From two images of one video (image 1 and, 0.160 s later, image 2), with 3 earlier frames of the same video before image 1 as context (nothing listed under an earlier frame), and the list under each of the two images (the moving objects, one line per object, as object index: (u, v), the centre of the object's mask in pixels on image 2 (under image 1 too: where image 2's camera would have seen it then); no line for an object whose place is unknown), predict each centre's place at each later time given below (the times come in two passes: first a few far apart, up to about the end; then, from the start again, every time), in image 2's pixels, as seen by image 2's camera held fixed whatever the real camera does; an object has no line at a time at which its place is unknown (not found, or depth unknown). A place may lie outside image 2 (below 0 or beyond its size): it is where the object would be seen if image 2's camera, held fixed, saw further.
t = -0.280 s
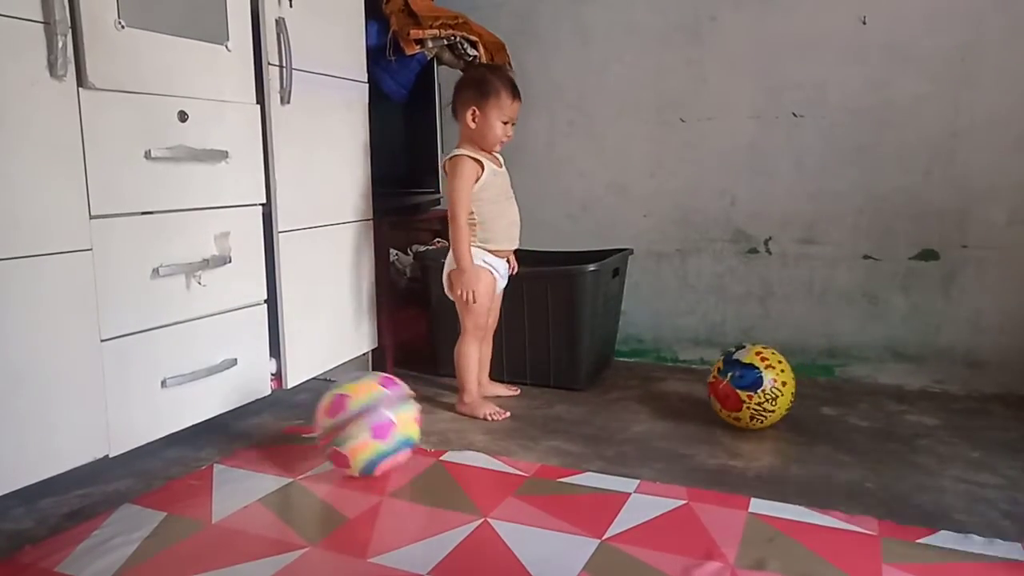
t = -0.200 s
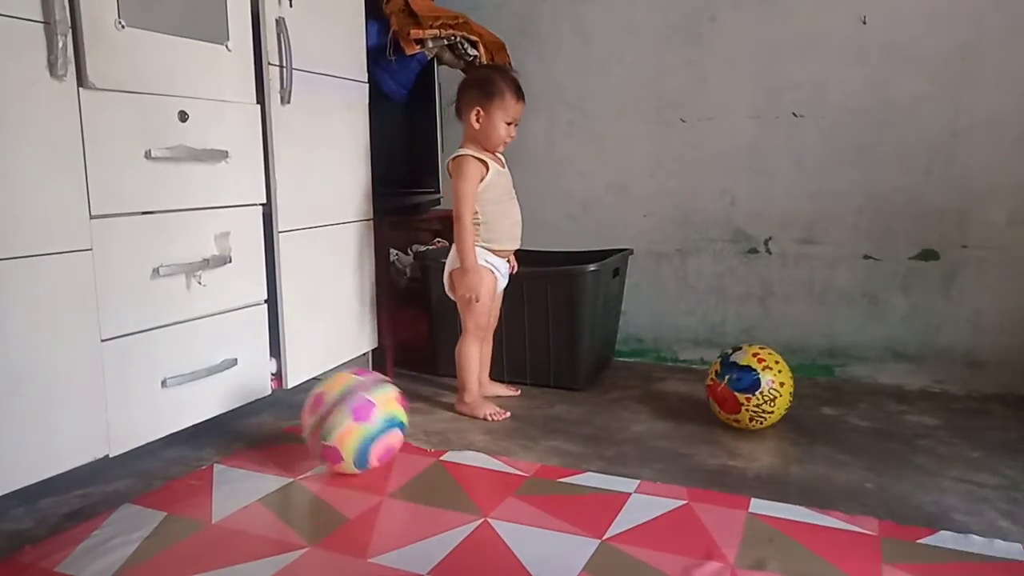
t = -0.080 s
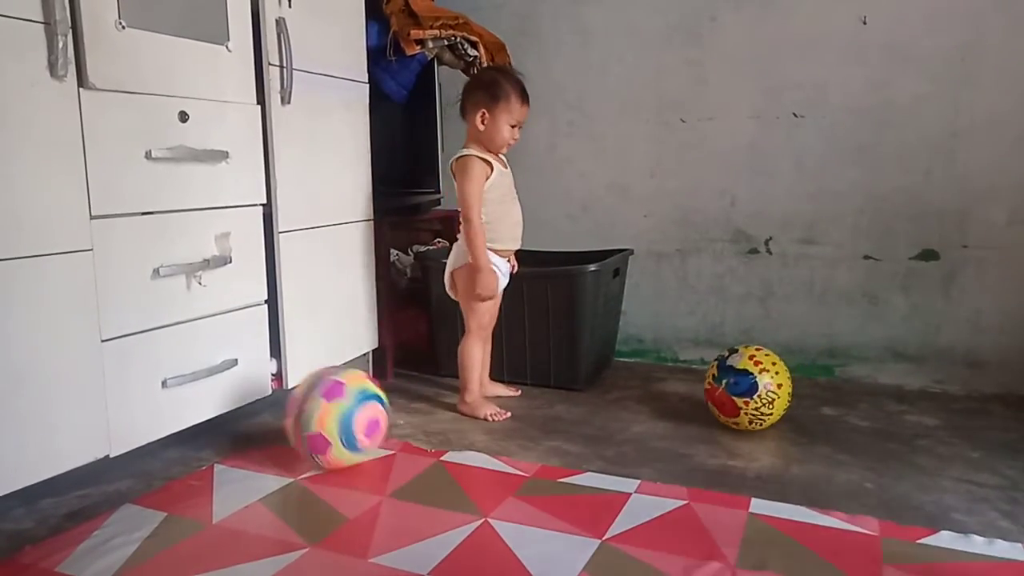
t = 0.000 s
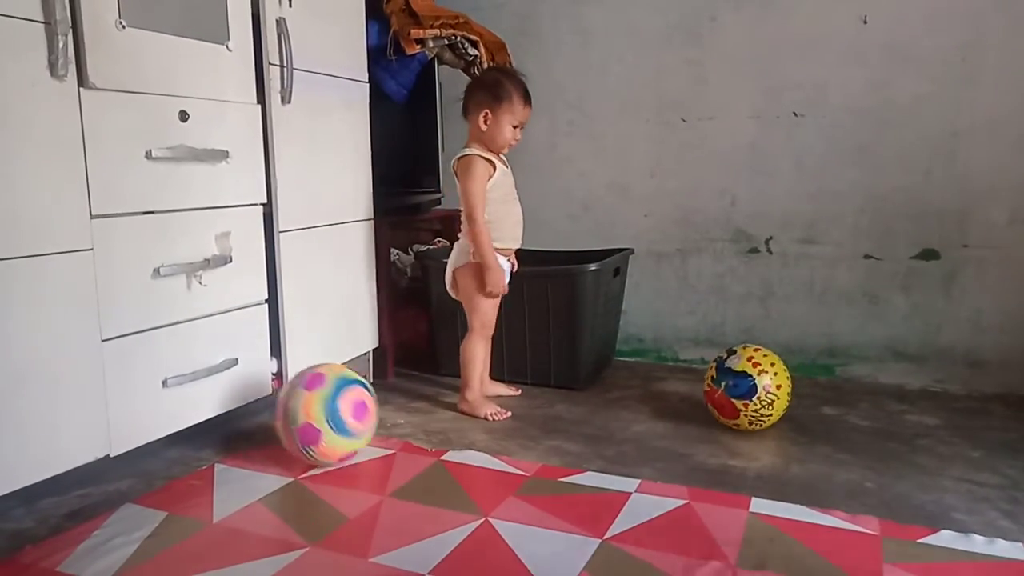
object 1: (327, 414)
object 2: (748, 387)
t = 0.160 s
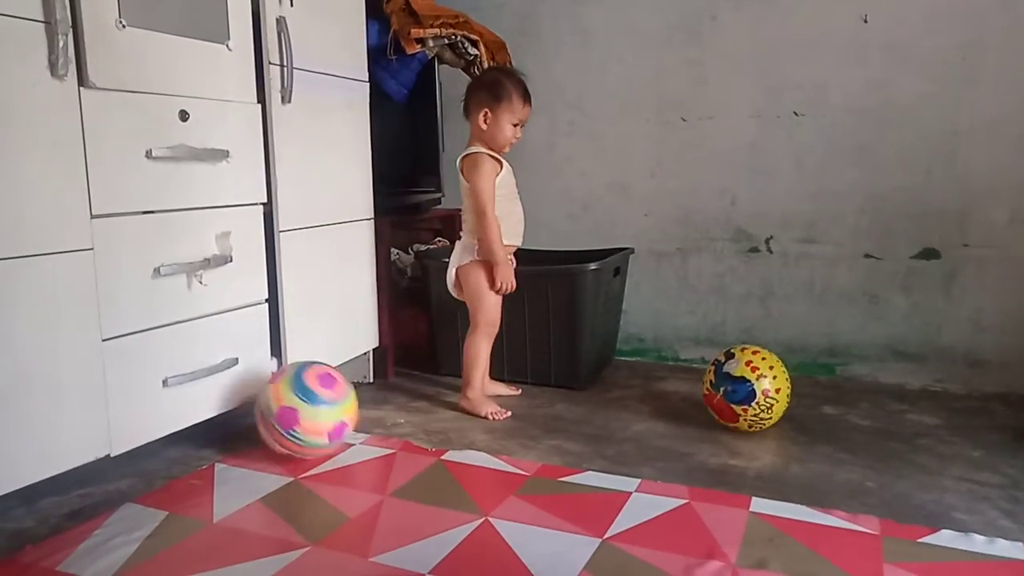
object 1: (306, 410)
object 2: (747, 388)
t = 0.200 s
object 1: (302, 409)
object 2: (747, 388)
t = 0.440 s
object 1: (284, 405)
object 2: (747, 390)
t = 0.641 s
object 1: (299, 406)
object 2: (748, 391)
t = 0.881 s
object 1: (314, 408)
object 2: (751, 393)
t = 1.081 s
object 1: (325, 410)
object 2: (754, 394)
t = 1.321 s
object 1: (339, 413)
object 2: (758, 395)
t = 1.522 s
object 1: (353, 416)
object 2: (763, 395)
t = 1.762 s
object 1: (373, 419)
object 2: (771, 396)
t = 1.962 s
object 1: (397, 423)
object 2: (779, 396)
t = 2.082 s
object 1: (412, 426)
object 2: (784, 397)
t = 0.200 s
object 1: (302, 409)
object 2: (747, 388)
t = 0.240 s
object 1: (296, 408)
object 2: (747, 388)
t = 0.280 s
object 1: (292, 407)
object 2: (747, 389)
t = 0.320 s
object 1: (287, 406)
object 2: (747, 389)
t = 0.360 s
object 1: (282, 405)
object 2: (747, 389)
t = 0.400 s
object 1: (280, 404)
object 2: (747, 390)
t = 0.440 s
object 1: (284, 405)
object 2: (747, 390)
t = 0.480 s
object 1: (287, 405)
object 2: (747, 390)
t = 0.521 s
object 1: (290, 405)
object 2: (748, 391)
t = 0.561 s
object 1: (293, 406)
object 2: (748, 391)
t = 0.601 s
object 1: (296, 406)
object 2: (748, 391)
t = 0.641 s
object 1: (299, 406)
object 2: (748, 391)
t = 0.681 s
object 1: (301, 407)
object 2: (749, 392)
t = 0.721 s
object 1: (305, 407)
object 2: (749, 392)
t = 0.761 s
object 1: (307, 407)
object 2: (749, 392)
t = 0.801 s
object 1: (309, 408)
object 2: (750, 393)
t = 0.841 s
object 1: (312, 408)
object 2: (750, 393)
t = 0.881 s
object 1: (314, 408)
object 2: (751, 393)
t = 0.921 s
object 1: (316, 409)
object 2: (751, 393)
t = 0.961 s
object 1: (318, 408)
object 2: (752, 393)
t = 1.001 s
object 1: (321, 409)
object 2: (752, 394)
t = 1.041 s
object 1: (323, 409)
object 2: (753, 394)
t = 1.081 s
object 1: (325, 410)
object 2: (754, 394)
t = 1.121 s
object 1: (328, 410)
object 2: (754, 394)
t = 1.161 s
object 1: (330, 411)
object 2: (755, 394)
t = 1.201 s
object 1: (332, 411)
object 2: (756, 394)
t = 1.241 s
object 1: (334, 412)
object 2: (757, 395)
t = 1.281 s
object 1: (337, 412)
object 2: (757, 395)
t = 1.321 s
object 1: (339, 413)
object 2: (758, 395)
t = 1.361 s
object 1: (341, 413)
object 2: (759, 395)
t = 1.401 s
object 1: (344, 413)
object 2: (760, 395)
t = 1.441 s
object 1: (347, 414)
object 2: (761, 395)
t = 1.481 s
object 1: (349, 415)
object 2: (762, 395)
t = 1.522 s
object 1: (353, 416)
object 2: (763, 395)
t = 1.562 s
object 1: (355, 415)
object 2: (764, 395)
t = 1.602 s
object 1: (359, 417)
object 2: (765, 395)
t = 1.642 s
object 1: (362, 417)
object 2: (767, 396)
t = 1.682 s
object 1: (366, 418)
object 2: (768, 396)
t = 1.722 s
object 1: (370, 419)
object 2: (769, 396)
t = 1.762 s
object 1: (373, 419)
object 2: (771, 396)
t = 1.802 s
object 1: (378, 420)
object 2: (772, 396)
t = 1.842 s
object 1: (383, 421)
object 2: (774, 396)
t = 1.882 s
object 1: (387, 422)
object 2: (775, 396)
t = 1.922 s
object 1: (392, 422)
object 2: (777, 396)
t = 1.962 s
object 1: (397, 423)
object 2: (779, 396)
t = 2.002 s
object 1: (401, 424)
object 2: (780, 397)
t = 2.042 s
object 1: (407, 424)
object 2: (782, 397)
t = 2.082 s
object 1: (412, 426)
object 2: (784, 397)
